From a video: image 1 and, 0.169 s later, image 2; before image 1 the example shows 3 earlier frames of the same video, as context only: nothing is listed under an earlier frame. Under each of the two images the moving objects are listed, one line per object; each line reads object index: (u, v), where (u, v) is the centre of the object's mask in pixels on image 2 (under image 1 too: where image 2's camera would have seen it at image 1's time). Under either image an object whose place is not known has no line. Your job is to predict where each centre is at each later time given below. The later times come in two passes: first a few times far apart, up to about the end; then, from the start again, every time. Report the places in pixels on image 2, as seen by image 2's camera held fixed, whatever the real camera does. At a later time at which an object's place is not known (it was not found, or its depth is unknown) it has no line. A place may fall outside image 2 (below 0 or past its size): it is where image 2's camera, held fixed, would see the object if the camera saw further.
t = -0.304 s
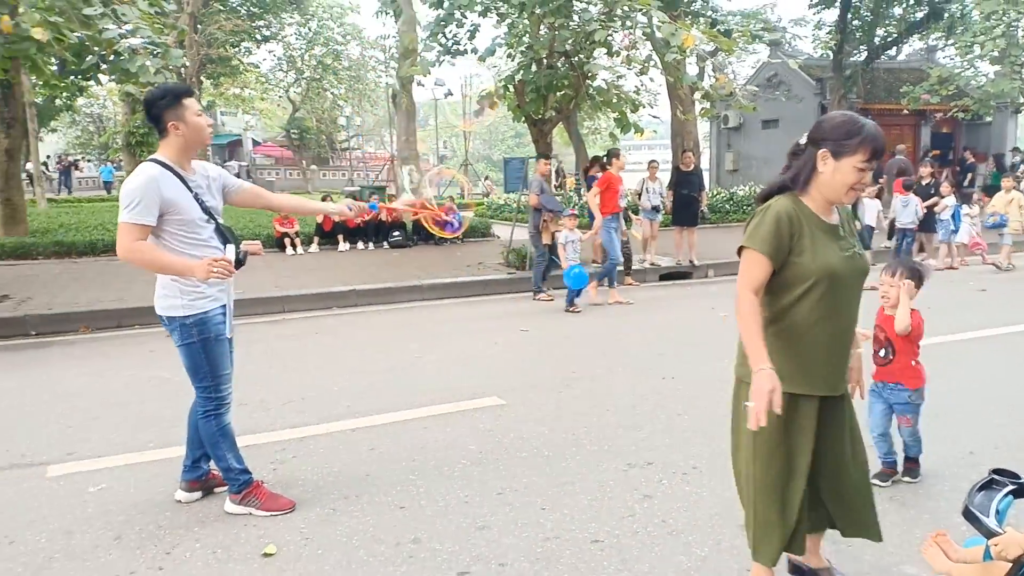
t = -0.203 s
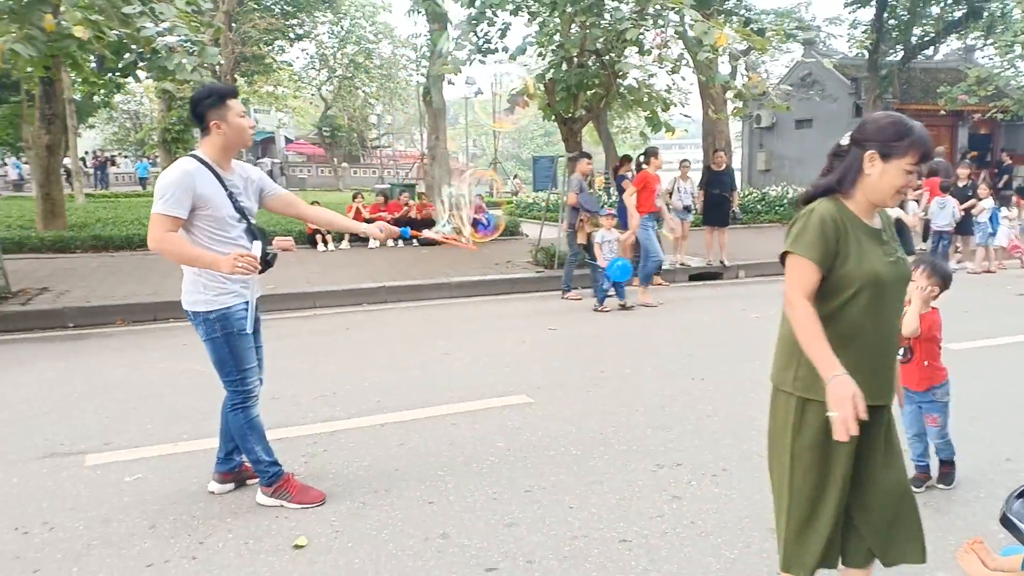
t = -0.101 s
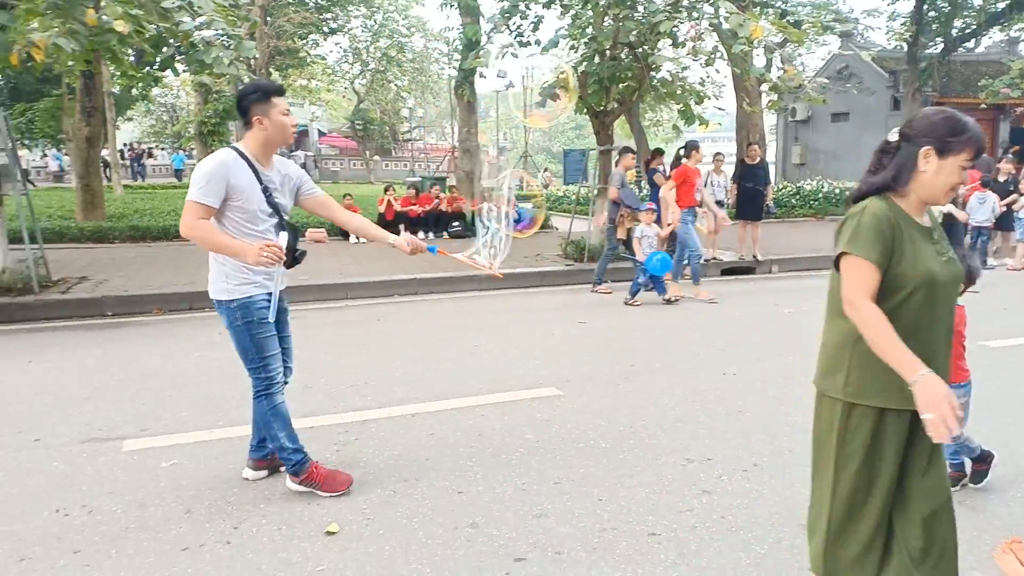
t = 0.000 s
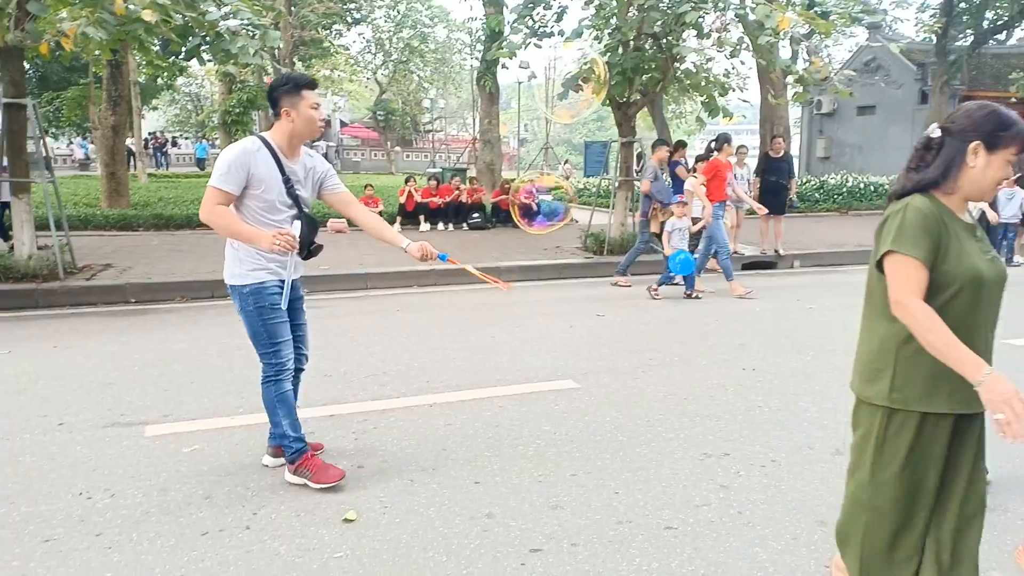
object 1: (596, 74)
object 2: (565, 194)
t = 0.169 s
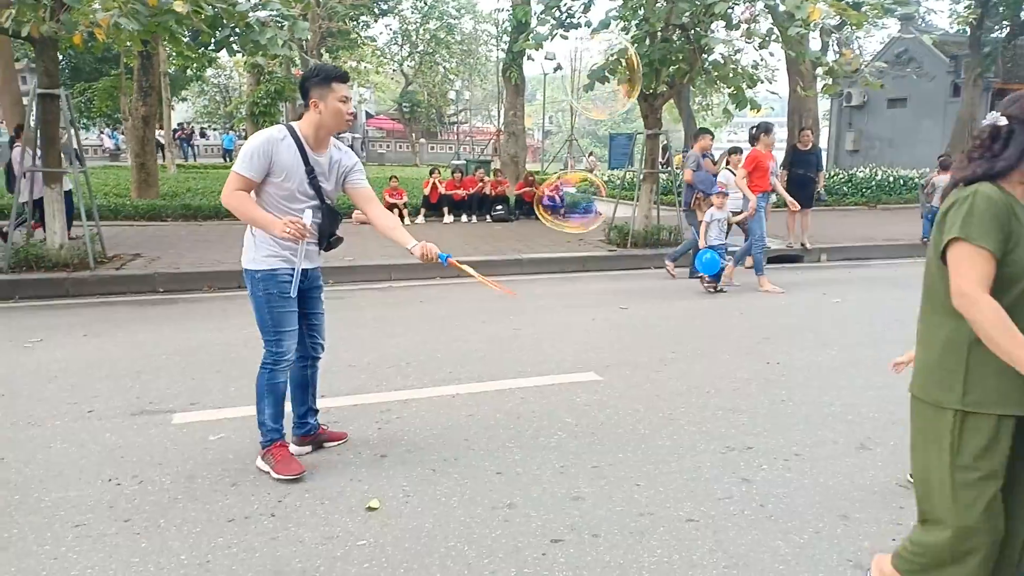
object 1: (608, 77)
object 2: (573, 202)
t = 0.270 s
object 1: (607, 77)
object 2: (575, 209)
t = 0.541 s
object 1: (621, 79)
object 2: (585, 223)
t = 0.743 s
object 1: (633, 81)
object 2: (595, 238)
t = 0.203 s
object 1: (604, 76)
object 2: (573, 204)
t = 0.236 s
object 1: (606, 77)
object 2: (574, 207)
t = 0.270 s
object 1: (607, 77)
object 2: (575, 209)
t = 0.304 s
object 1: (610, 78)
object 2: (576, 211)
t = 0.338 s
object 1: (611, 78)
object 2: (578, 213)
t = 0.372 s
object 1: (613, 78)
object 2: (579, 215)
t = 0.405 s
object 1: (615, 78)
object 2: (581, 215)
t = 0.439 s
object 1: (617, 78)
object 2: (582, 217)
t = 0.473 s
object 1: (619, 78)
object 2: (583, 219)
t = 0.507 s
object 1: (619, 78)
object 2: (584, 220)
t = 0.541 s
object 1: (621, 79)
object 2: (585, 223)
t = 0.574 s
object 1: (623, 79)
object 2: (586, 226)
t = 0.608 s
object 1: (625, 80)
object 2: (588, 228)
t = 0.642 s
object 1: (627, 79)
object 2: (590, 231)
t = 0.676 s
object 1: (629, 80)
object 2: (591, 234)
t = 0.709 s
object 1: (630, 81)
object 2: (593, 236)
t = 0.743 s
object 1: (633, 81)
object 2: (595, 238)
